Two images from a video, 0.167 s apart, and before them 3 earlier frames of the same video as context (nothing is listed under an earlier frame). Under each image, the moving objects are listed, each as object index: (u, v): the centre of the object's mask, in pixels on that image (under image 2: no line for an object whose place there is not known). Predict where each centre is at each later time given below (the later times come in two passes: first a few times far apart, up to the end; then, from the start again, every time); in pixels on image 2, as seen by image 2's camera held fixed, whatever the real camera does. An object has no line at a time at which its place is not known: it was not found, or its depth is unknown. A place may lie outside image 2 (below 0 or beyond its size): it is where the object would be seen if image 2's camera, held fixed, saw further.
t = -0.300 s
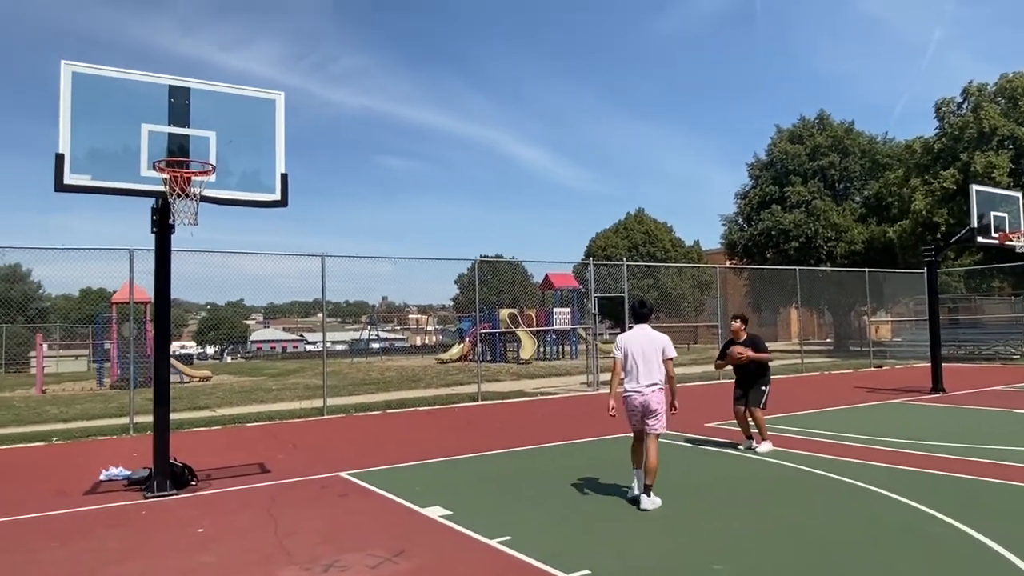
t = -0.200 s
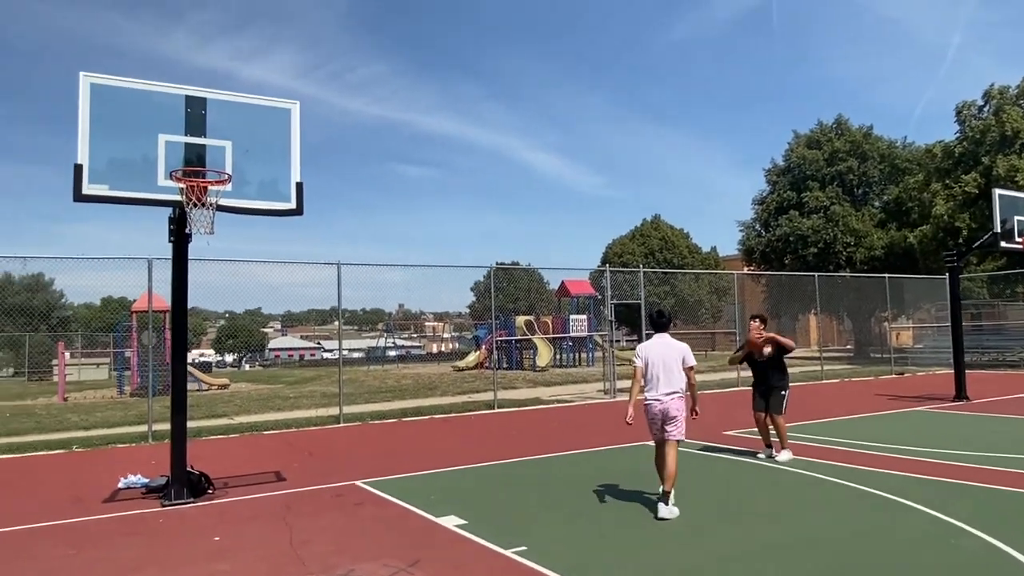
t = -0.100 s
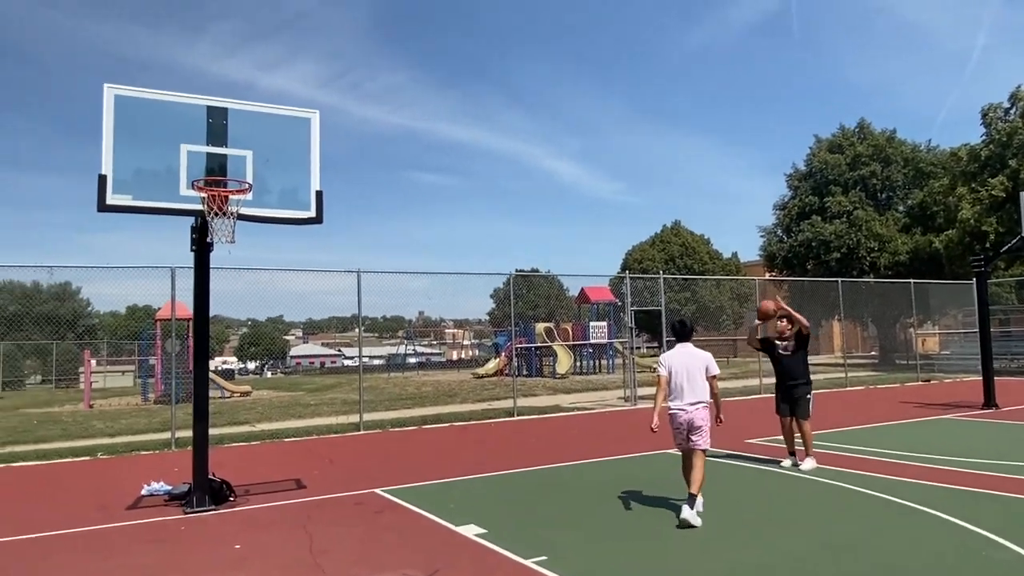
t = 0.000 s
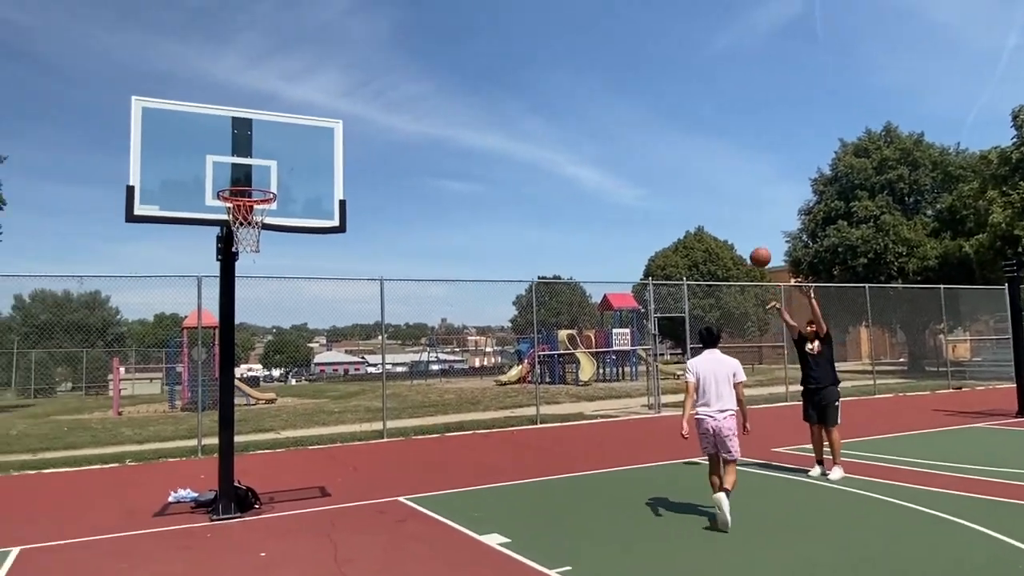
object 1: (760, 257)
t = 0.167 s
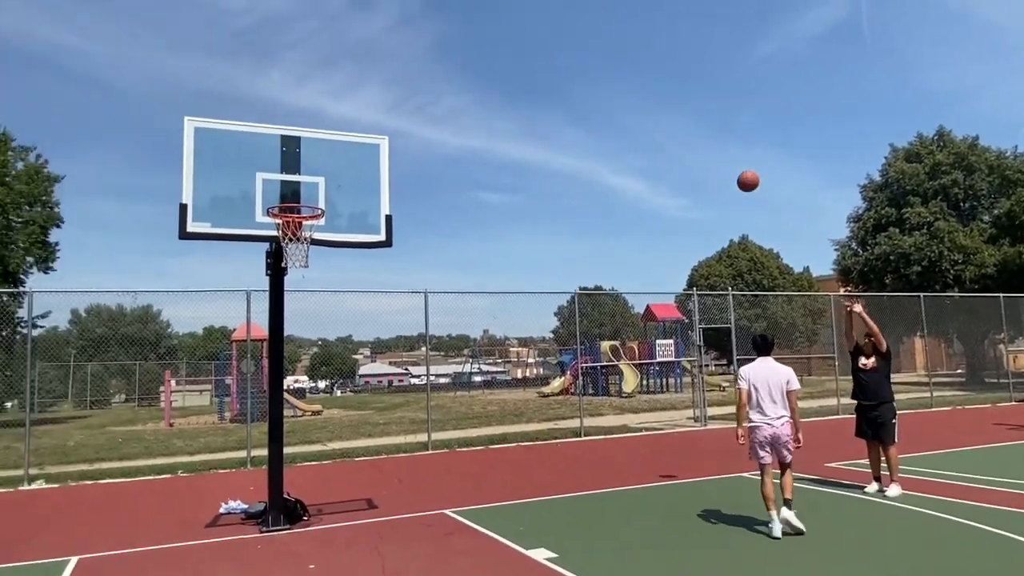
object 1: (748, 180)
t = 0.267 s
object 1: (711, 139)
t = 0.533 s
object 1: (616, 66)
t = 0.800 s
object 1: (506, 57)
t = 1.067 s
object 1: (391, 118)
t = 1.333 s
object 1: (279, 168)
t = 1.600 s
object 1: (169, 99)
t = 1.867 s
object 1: (55, 110)
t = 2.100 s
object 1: (-70, 205)
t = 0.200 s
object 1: (737, 165)
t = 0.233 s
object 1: (724, 152)
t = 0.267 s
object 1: (711, 139)
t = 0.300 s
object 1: (699, 127)
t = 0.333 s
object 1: (687, 115)
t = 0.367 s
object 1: (675, 105)
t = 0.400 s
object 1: (664, 95)
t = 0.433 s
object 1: (654, 85)
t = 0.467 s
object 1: (643, 79)
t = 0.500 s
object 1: (631, 71)
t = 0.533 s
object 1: (616, 66)
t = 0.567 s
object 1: (601, 62)
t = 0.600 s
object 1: (591, 55)
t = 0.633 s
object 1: (578, 53)
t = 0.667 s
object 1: (560, 54)
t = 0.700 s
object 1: (547, 53)
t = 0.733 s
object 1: (534, 53)
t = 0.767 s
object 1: (519, 55)
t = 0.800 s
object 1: (506, 57)
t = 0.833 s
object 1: (494, 60)
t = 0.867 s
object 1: (478, 65)
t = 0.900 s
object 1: (465, 71)
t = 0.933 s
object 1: (450, 78)
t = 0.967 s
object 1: (435, 86)
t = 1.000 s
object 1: (421, 95)
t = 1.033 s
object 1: (412, 105)
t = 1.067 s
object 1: (391, 118)
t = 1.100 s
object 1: (377, 130)
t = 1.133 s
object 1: (368, 145)
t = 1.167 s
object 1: (347, 161)
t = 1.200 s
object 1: (331, 177)
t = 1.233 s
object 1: (321, 197)
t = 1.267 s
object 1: (306, 193)
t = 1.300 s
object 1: (293, 179)
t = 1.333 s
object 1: (279, 168)
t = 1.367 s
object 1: (269, 158)
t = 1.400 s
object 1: (259, 146)
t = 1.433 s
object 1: (245, 136)
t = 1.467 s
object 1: (229, 125)
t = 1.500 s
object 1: (213, 117)
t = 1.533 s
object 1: (200, 109)
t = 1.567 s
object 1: (190, 100)
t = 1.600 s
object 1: (169, 99)
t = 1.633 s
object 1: (155, 96)
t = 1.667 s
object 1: (147, 93)
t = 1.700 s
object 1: (133, 91)
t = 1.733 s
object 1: (110, 94)
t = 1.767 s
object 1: (102, 97)
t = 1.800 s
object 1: (79, 99)
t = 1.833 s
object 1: (69, 102)
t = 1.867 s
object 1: (55, 110)
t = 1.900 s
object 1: (35, 119)
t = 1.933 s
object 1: (16, 128)
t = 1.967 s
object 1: (2, 139)
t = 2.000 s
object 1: (-15, 152)
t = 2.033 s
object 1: (-30, 169)
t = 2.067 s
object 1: (-46, 186)
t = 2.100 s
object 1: (-70, 205)
